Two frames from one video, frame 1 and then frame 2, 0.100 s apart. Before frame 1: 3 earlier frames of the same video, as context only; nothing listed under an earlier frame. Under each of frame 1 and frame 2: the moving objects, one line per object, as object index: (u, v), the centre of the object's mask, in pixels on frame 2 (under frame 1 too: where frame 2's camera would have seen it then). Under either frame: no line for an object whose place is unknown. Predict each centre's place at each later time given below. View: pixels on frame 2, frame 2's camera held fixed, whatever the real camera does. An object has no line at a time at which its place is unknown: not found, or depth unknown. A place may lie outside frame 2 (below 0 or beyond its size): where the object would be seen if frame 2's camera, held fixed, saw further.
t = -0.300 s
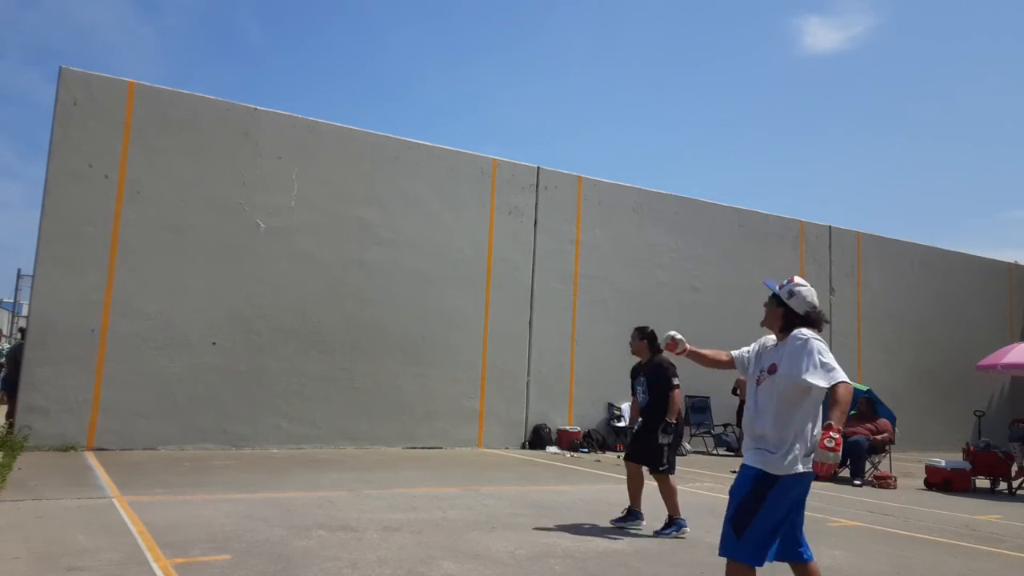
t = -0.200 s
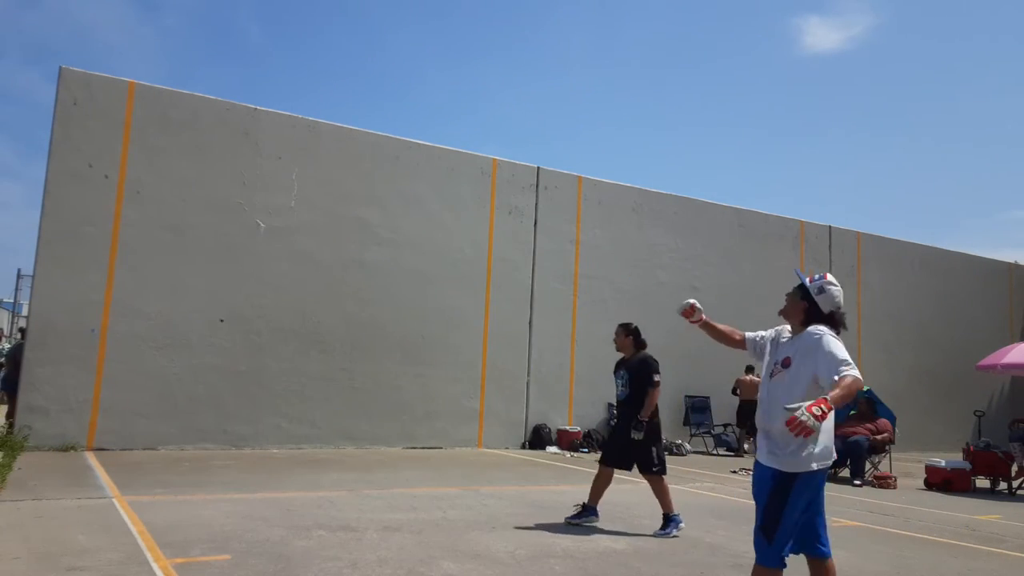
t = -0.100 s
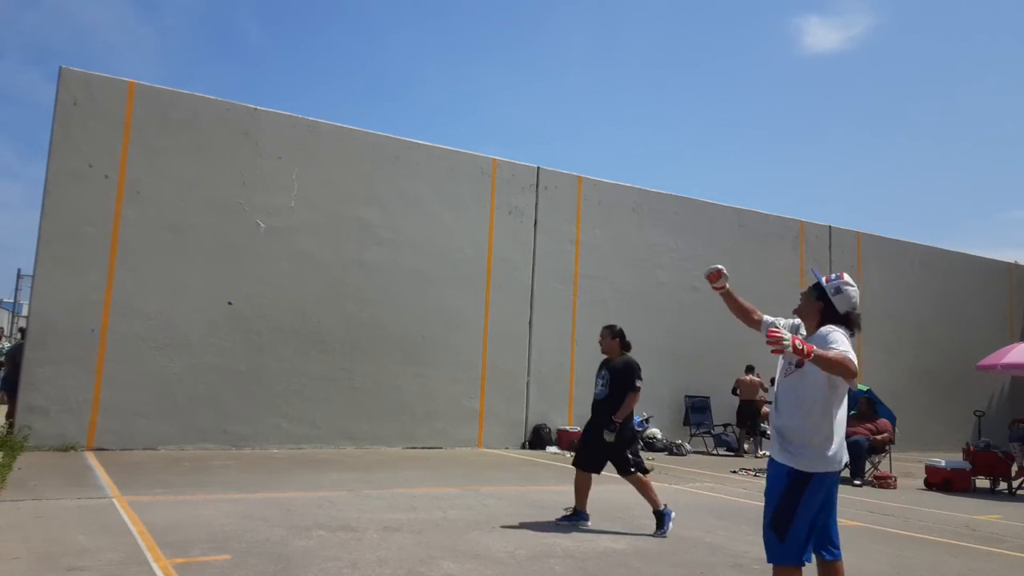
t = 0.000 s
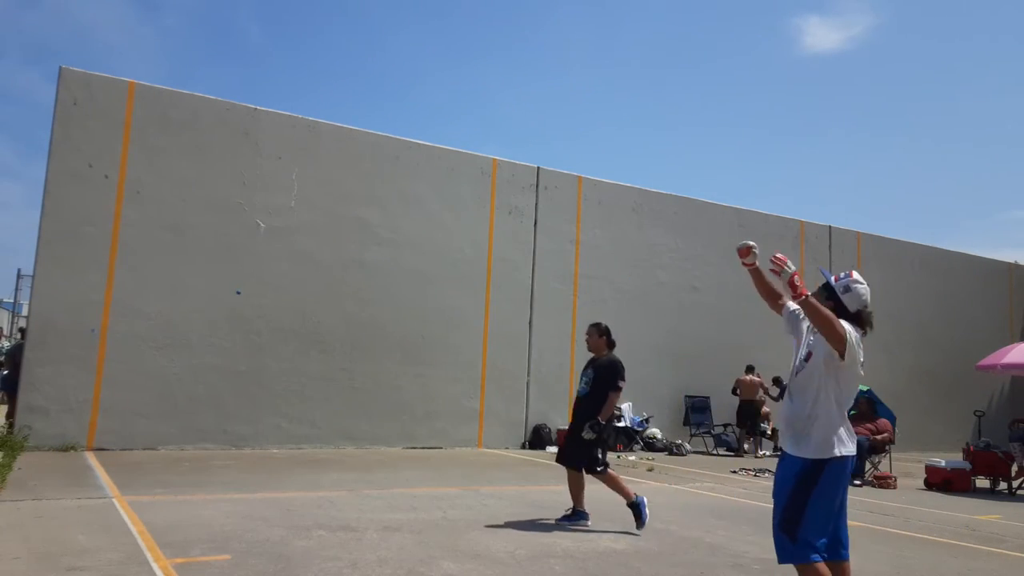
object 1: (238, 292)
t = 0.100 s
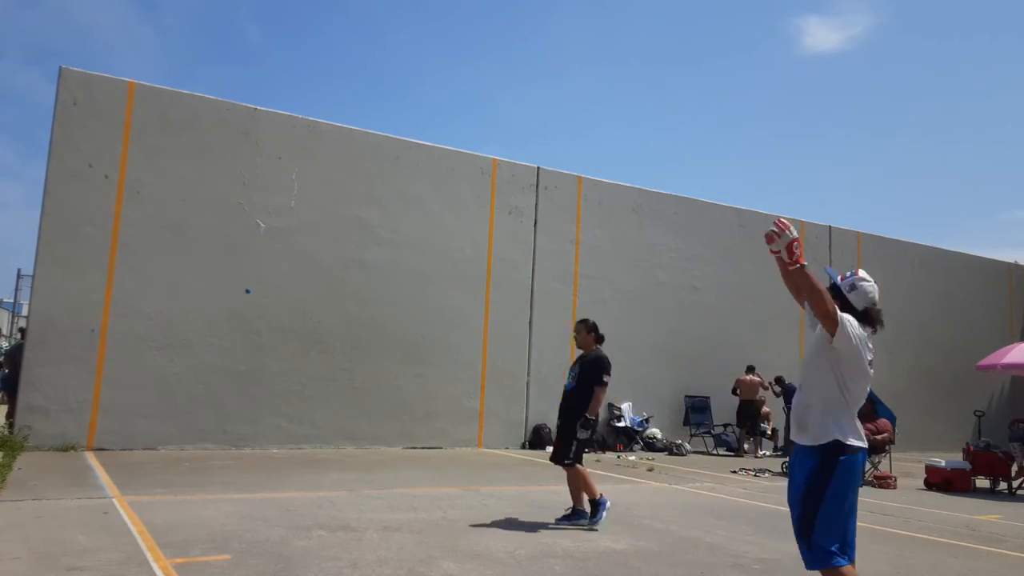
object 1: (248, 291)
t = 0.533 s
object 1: (307, 539)
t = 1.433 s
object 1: (309, 520)
